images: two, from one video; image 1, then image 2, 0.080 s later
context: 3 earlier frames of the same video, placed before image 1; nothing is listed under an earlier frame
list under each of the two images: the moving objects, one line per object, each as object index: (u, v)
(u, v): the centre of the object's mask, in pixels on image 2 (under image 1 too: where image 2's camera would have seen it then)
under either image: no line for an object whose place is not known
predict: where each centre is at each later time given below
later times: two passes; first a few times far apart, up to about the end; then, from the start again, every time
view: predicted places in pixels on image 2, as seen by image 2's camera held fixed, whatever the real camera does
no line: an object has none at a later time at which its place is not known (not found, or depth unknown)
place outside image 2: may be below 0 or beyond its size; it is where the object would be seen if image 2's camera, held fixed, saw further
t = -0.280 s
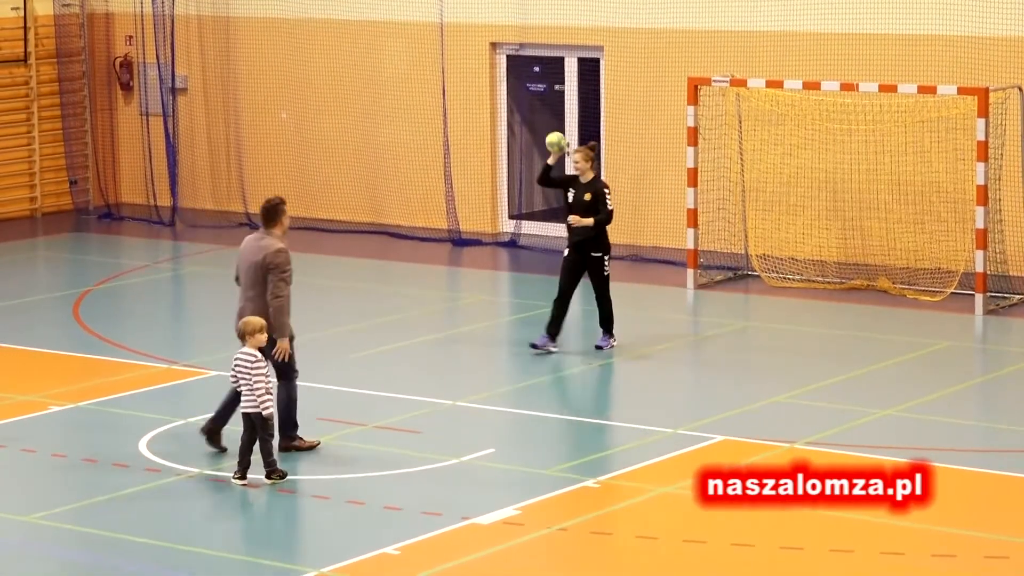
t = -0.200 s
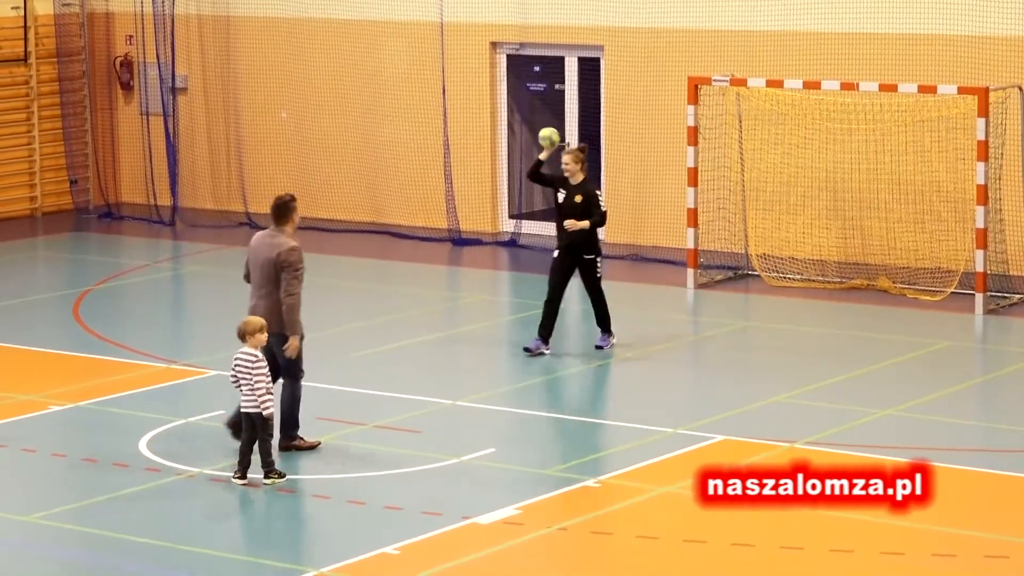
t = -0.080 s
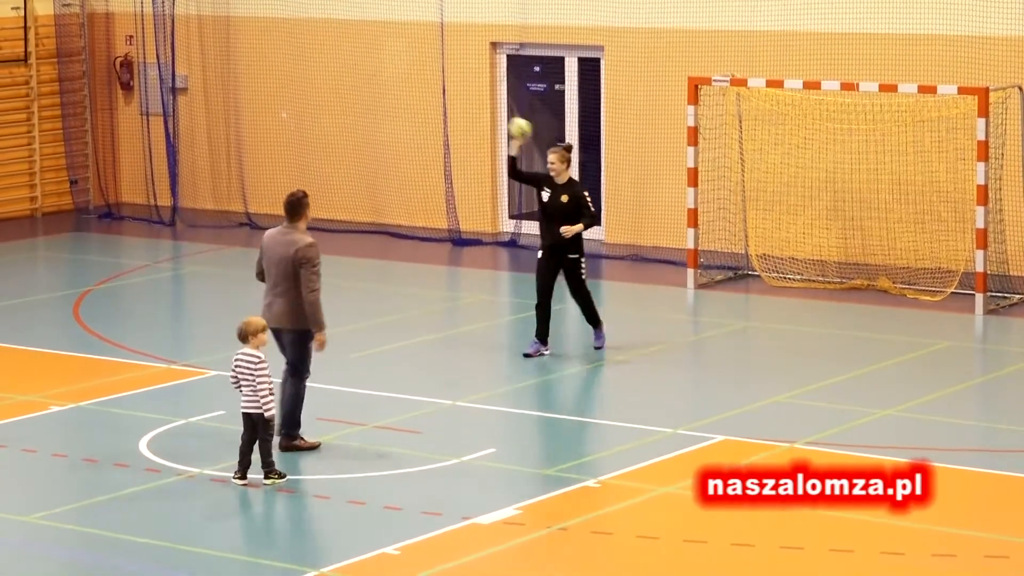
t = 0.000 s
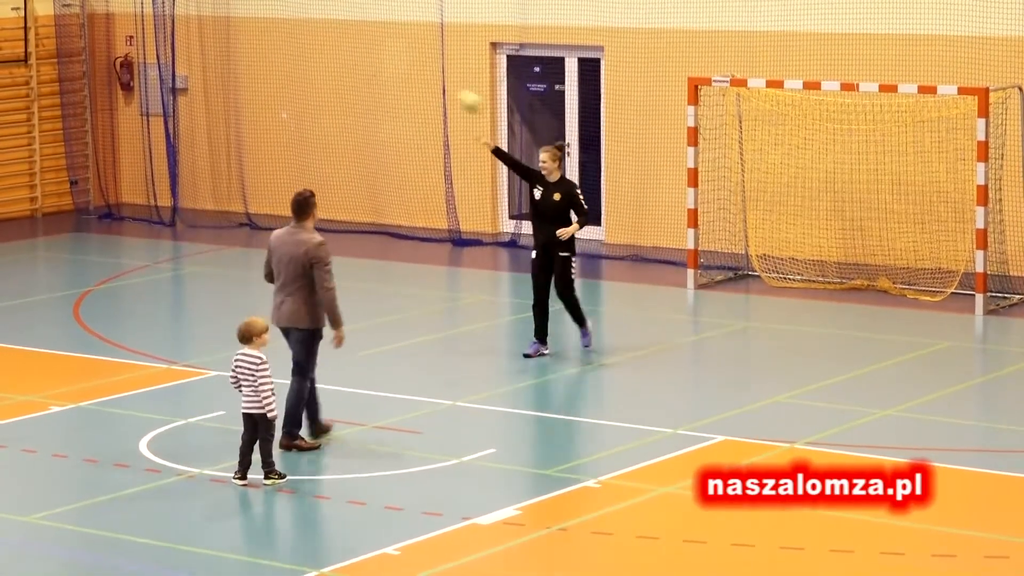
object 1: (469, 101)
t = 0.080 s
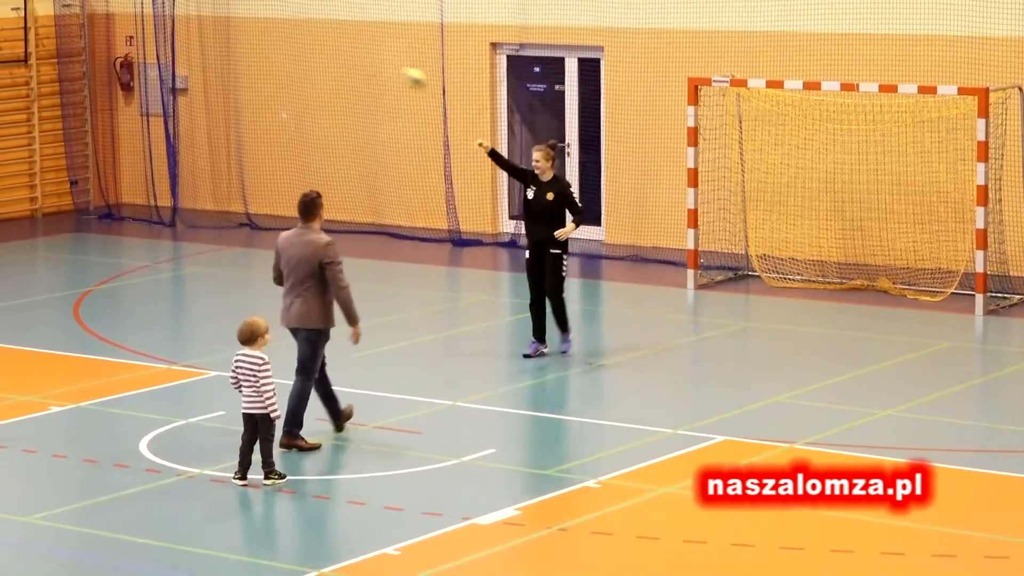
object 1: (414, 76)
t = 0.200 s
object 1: (327, 54)
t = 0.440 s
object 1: (147, 58)
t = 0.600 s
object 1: (23, 102)
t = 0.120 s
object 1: (385, 68)
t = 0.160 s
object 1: (356, 59)
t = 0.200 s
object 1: (327, 54)
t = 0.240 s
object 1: (298, 51)
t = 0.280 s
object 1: (268, 49)
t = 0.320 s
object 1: (237, 48)
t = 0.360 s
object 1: (207, 49)
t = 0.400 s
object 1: (176, 54)
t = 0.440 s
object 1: (147, 58)
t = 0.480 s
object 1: (116, 66)
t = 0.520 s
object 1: (86, 76)
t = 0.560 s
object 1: (55, 89)
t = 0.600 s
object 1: (23, 102)
